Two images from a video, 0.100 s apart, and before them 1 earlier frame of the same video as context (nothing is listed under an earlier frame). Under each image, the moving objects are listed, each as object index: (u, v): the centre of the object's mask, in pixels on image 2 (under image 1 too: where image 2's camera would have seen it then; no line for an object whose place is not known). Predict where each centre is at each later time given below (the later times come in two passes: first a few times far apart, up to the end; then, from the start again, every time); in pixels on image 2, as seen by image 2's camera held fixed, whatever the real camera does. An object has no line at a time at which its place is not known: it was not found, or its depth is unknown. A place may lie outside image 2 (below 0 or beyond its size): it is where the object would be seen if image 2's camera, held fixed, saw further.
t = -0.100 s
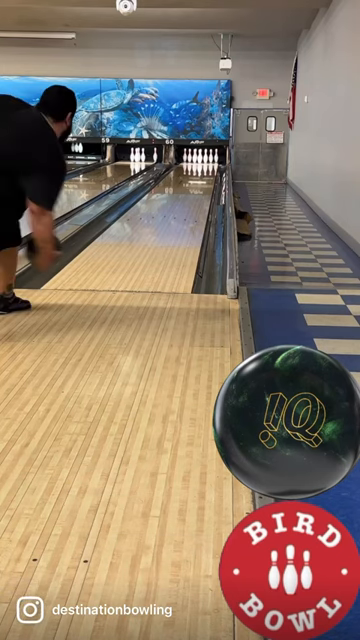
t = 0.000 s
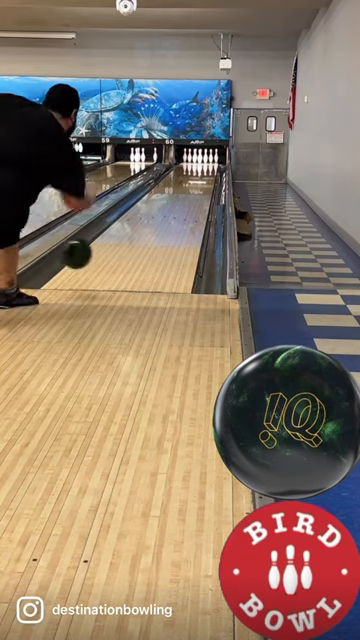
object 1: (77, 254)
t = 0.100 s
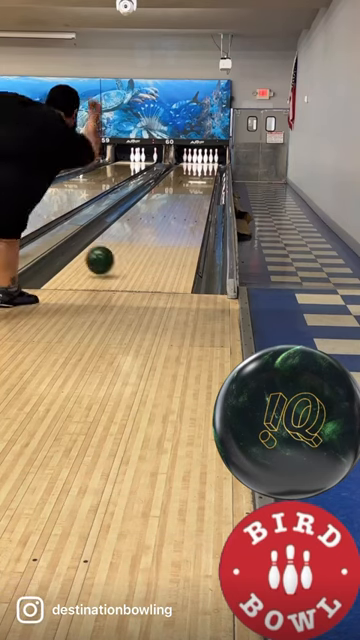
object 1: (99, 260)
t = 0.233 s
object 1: (124, 244)
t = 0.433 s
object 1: (150, 225)
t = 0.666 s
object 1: (171, 208)
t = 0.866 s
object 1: (184, 198)
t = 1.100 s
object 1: (194, 189)
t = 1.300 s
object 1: (201, 183)
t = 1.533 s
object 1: (206, 177)
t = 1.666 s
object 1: (208, 174)
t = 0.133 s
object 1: (107, 257)
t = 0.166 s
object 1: (113, 251)
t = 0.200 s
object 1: (118, 248)
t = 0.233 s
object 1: (124, 244)
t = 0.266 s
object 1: (129, 241)
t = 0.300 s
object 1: (134, 237)
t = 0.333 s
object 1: (138, 234)
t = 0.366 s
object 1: (142, 231)
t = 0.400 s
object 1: (146, 228)
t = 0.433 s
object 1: (150, 225)
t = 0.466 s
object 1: (153, 222)
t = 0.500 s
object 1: (157, 219)
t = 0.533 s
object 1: (160, 217)
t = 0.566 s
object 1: (163, 215)
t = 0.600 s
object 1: (166, 213)
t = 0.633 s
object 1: (168, 211)
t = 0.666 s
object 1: (171, 208)
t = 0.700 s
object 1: (173, 207)
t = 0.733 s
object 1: (176, 205)
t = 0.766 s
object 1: (178, 203)
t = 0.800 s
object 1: (180, 202)
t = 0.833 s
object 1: (182, 200)
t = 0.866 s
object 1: (184, 198)
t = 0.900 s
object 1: (185, 197)
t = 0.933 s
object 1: (187, 195)
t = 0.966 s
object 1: (188, 194)
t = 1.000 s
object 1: (190, 193)
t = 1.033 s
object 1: (192, 192)
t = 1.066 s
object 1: (193, 191)
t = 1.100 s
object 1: (194, 189)
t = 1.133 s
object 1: (196, 188)
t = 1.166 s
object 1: (197, 187)
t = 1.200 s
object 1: (198, 186)
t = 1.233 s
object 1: (199, 185)
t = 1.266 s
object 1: (200, 184)
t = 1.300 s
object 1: (201, 183)
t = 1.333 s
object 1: (202, 182)
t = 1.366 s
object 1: (203, 181)
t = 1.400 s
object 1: (204, 181)
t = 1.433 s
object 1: (205, 180)
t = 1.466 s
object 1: (205, 179)
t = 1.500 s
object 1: (206, 178)
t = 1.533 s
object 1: (206, 177)
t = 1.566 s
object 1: (207, 176)
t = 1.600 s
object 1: (208, 175)
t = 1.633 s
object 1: (208, 175)
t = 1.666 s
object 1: (208, 174)
